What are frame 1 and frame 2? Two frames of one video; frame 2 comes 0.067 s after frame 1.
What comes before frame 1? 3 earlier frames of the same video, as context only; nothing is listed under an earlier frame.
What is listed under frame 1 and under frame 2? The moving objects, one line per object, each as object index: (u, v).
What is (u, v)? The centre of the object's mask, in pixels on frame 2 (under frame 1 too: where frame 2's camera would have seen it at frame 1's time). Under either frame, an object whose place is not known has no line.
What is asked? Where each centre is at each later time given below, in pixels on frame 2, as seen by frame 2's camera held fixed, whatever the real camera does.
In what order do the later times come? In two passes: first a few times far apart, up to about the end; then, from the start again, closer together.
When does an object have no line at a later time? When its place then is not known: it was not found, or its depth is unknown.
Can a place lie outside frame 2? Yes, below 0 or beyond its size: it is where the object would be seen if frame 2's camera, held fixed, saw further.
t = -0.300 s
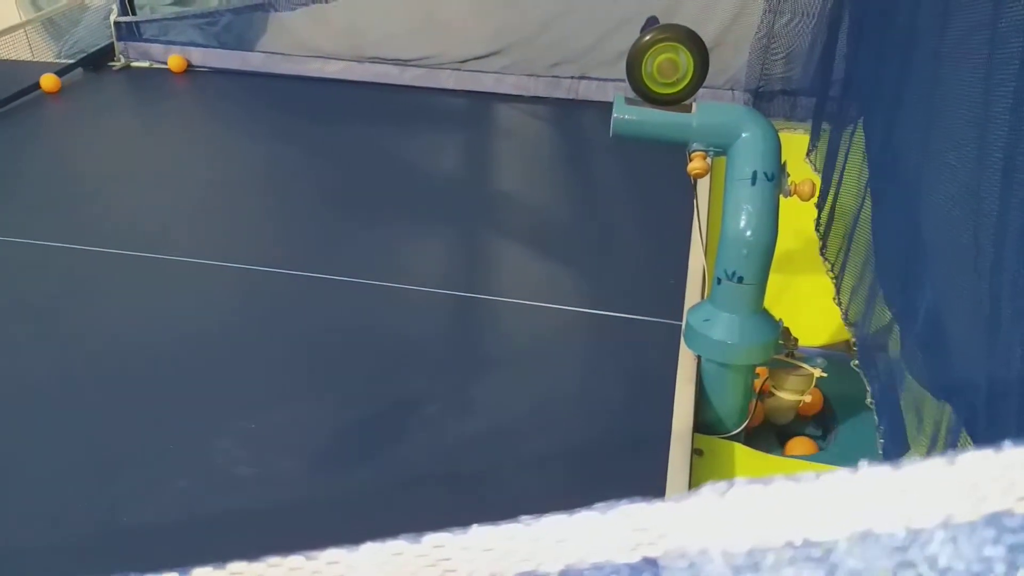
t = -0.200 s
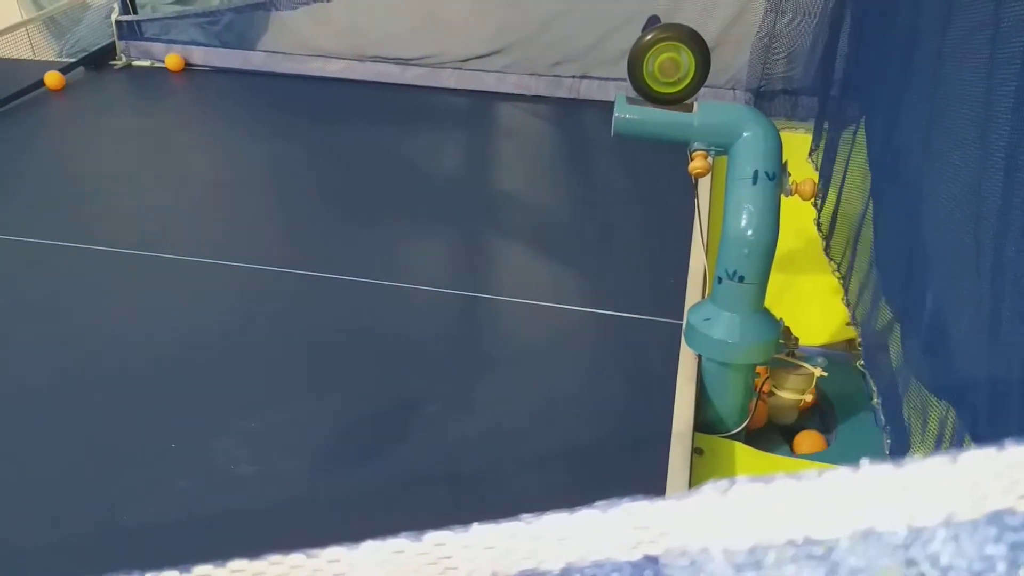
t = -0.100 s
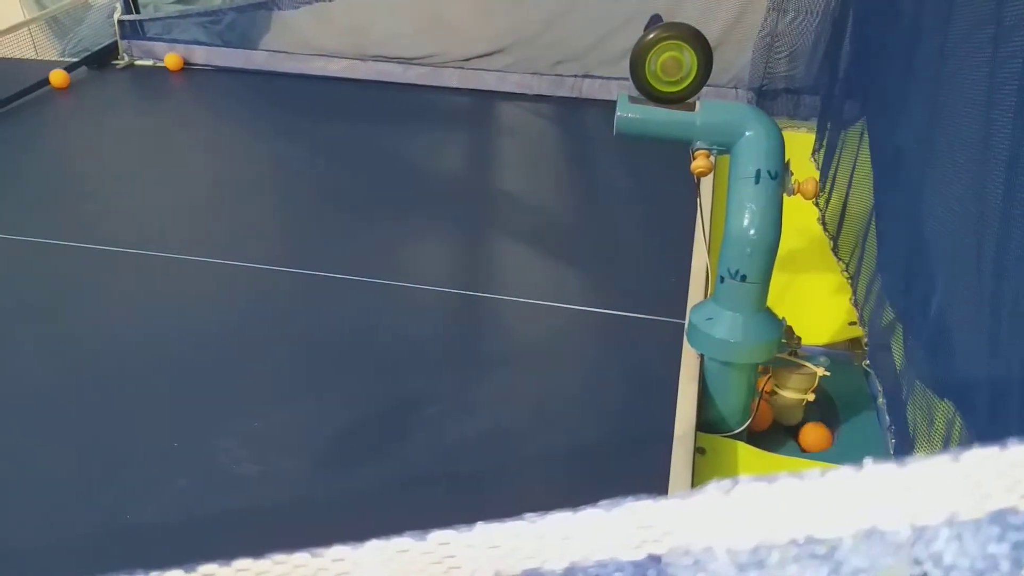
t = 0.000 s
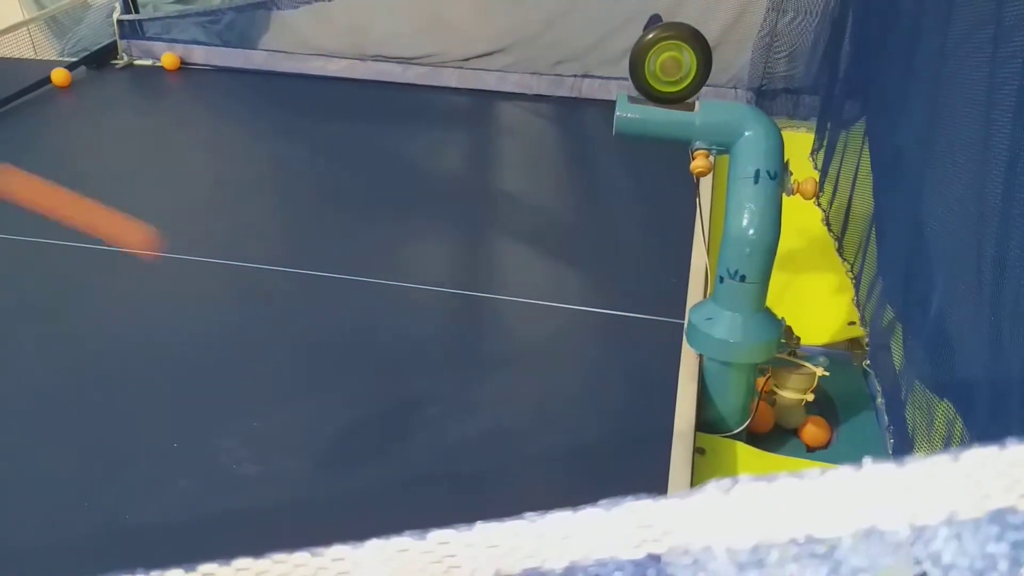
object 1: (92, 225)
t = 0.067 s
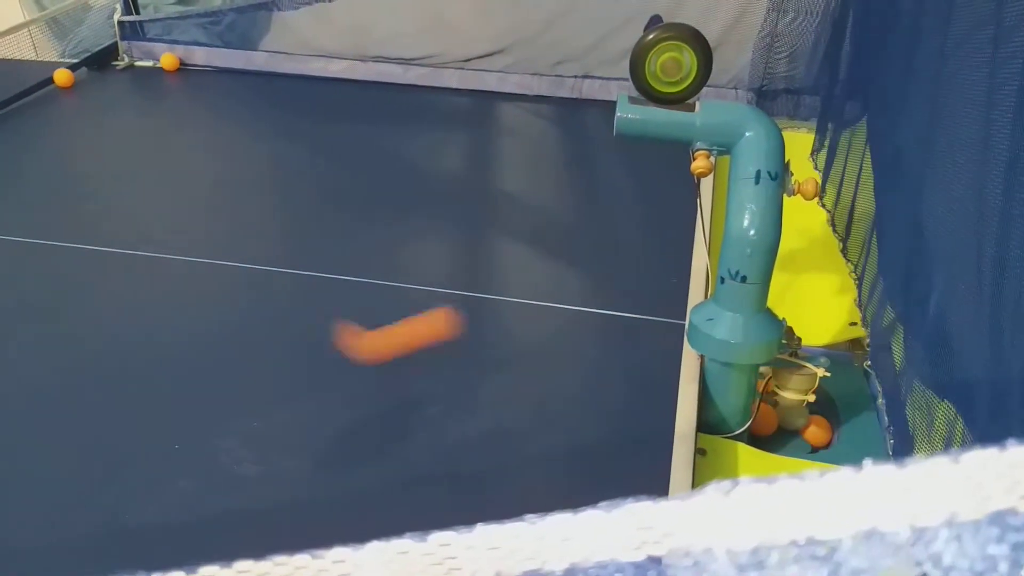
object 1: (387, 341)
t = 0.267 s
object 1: (957, 178)
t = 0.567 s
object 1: (865, 349)
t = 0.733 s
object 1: (857, 377)
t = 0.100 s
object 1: (508, 307)
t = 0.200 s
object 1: (910, 226)
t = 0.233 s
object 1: (961, 199)
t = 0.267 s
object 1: (957, 178)
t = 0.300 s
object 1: (941, 166)
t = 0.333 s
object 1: (926, 160)
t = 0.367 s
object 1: (899, 185)
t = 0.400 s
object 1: (881, 210)
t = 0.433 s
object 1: (861, 243)
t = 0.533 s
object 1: (840, 352)
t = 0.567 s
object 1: (865, 349)
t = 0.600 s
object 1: (889, 351)
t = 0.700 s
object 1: (881, 361)
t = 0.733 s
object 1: (857, 377)
